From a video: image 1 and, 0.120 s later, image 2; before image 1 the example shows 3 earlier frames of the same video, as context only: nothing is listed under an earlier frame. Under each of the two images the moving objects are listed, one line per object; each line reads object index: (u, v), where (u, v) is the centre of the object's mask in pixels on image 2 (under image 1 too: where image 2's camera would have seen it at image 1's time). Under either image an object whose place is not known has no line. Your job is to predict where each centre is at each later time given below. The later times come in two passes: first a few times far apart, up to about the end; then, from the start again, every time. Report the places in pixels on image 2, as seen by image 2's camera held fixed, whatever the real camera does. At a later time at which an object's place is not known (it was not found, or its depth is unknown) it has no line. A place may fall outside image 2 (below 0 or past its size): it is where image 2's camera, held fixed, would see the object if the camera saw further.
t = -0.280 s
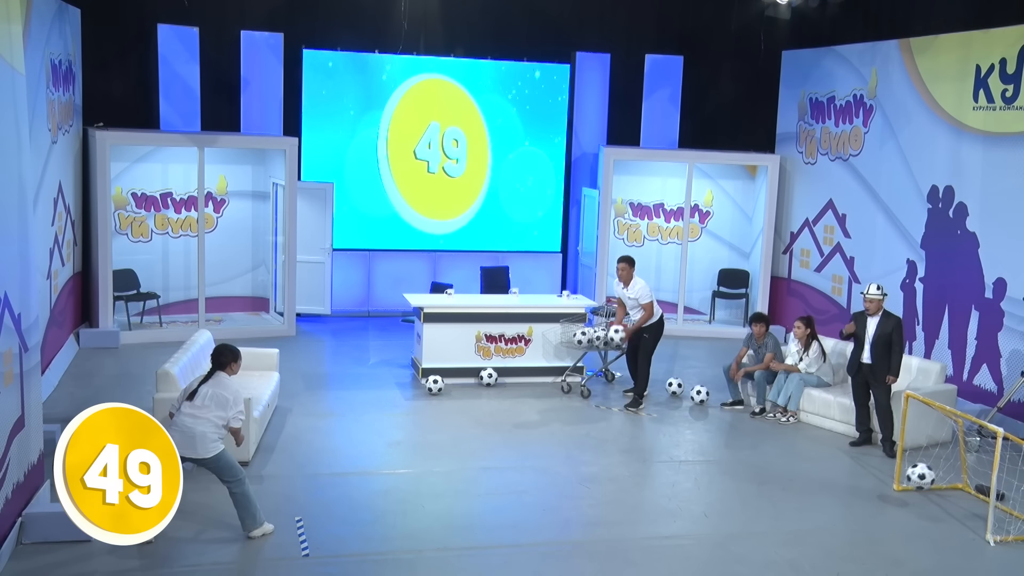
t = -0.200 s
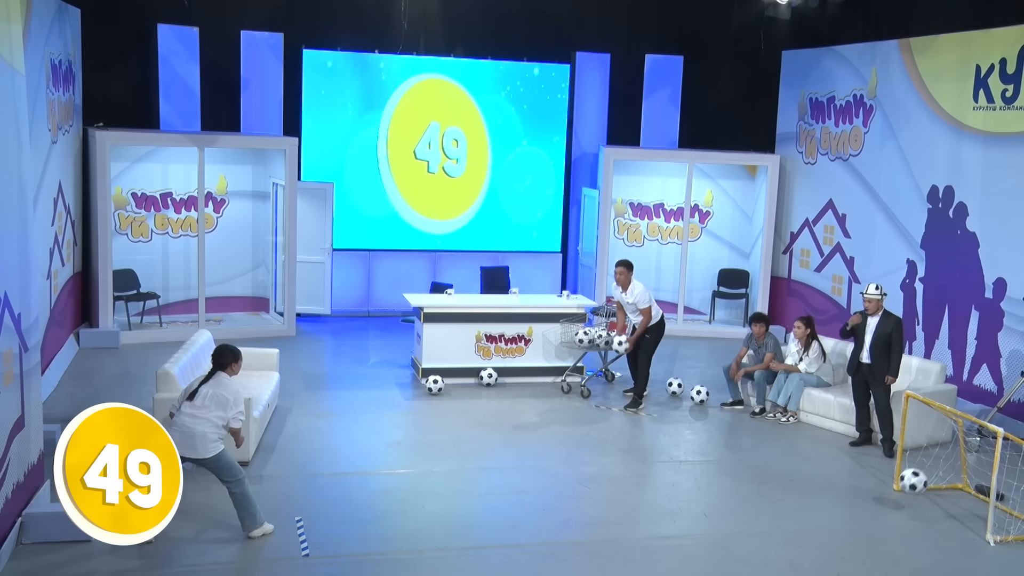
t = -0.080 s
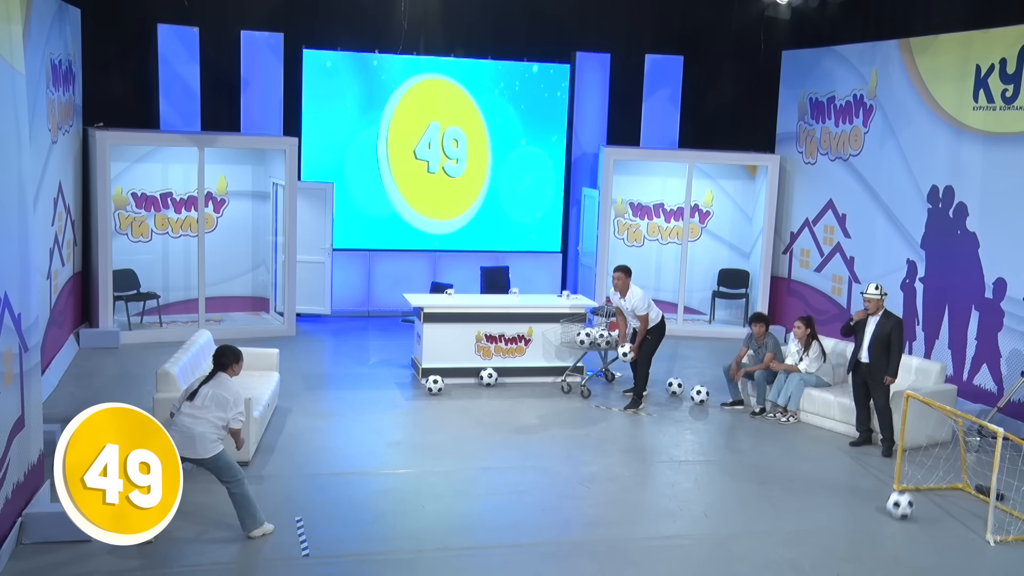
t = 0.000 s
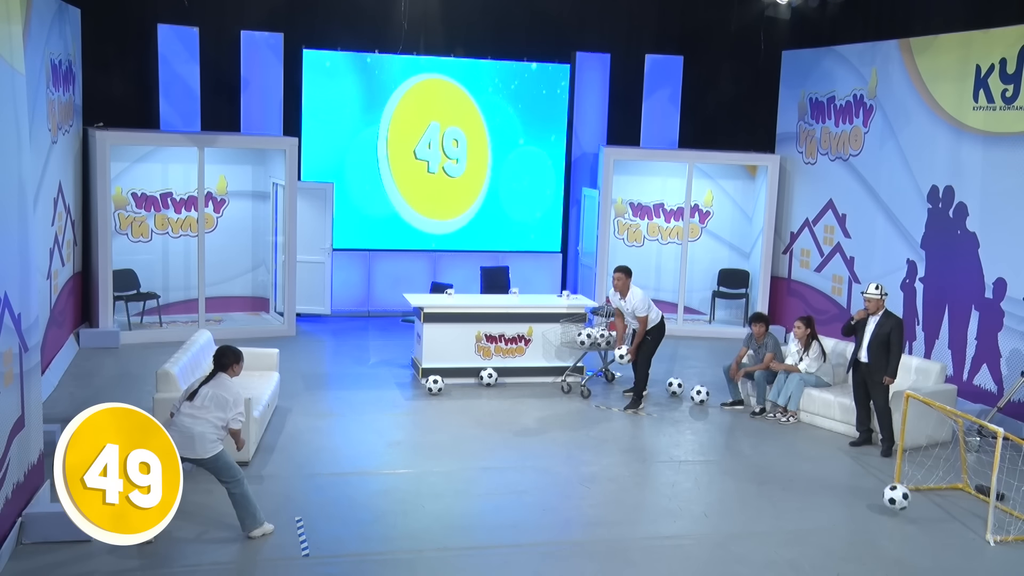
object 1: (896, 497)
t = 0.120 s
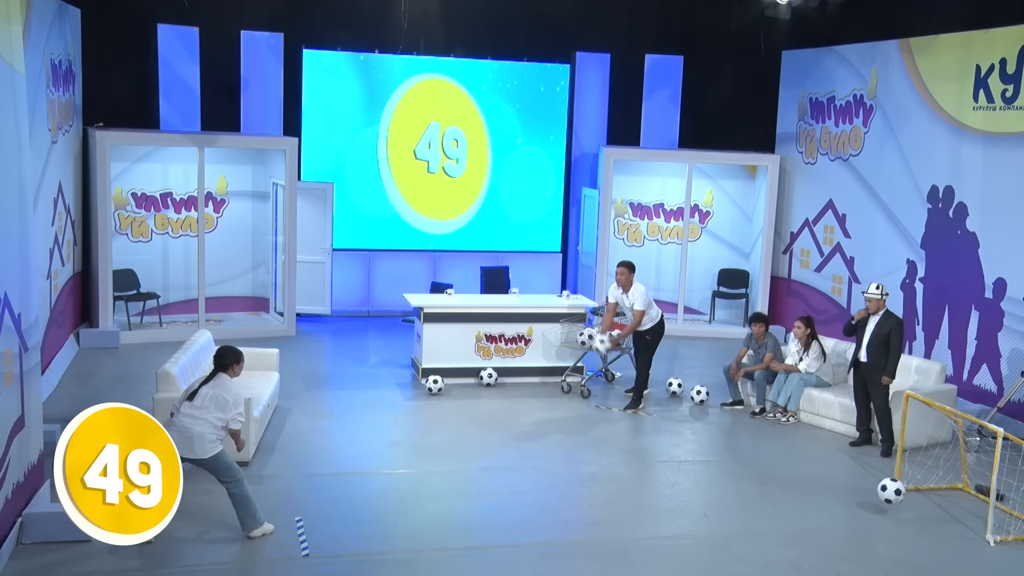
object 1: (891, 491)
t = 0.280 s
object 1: (882, 508)
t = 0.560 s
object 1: (868, 512)
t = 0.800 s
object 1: (855, 514)
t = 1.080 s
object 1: (843, 519)
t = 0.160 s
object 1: (889, 493)
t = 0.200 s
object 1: (887, 496)
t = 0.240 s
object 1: (885, 501)
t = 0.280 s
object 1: (882, 508)
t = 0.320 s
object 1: (881, 507)
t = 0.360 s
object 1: (879, 503)
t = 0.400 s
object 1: (877, 501)
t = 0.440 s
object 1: (875, 502)
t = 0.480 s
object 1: (873, 504)
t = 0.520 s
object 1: (871, 508)
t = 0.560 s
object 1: (868, 512)
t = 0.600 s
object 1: (866, 510)
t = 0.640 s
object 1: (864, 509)
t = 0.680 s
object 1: (862, 510)
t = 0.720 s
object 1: (859, 513)
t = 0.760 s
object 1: (857, 515)
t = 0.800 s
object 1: (855, 514)
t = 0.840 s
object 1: (852, 514)
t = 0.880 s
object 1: (850, 517)
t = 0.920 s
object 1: (848, 516)
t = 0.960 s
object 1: (847, 517)
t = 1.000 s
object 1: (845, 518)
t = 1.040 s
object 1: (844, 518)
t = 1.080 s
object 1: (843, 519)
